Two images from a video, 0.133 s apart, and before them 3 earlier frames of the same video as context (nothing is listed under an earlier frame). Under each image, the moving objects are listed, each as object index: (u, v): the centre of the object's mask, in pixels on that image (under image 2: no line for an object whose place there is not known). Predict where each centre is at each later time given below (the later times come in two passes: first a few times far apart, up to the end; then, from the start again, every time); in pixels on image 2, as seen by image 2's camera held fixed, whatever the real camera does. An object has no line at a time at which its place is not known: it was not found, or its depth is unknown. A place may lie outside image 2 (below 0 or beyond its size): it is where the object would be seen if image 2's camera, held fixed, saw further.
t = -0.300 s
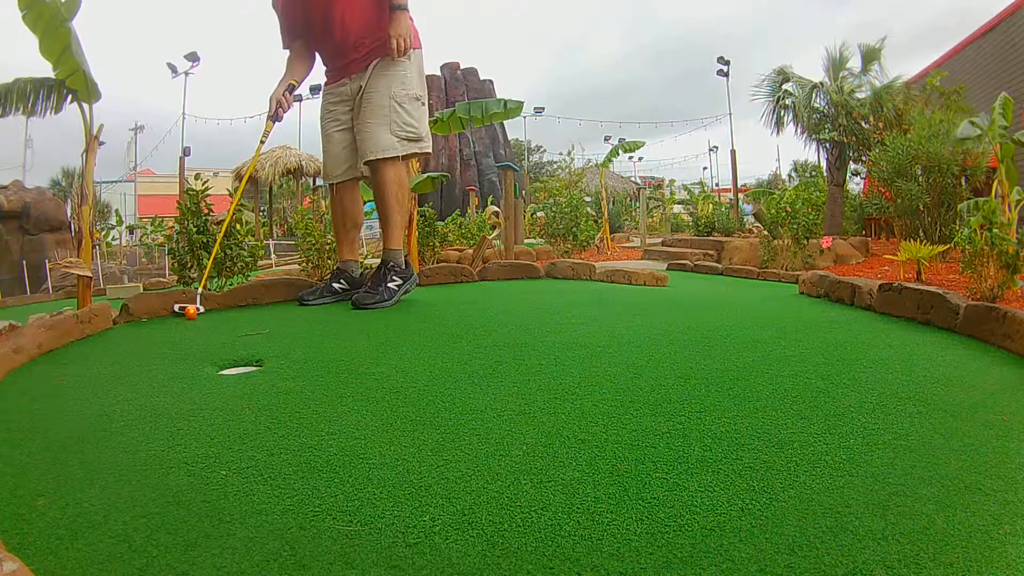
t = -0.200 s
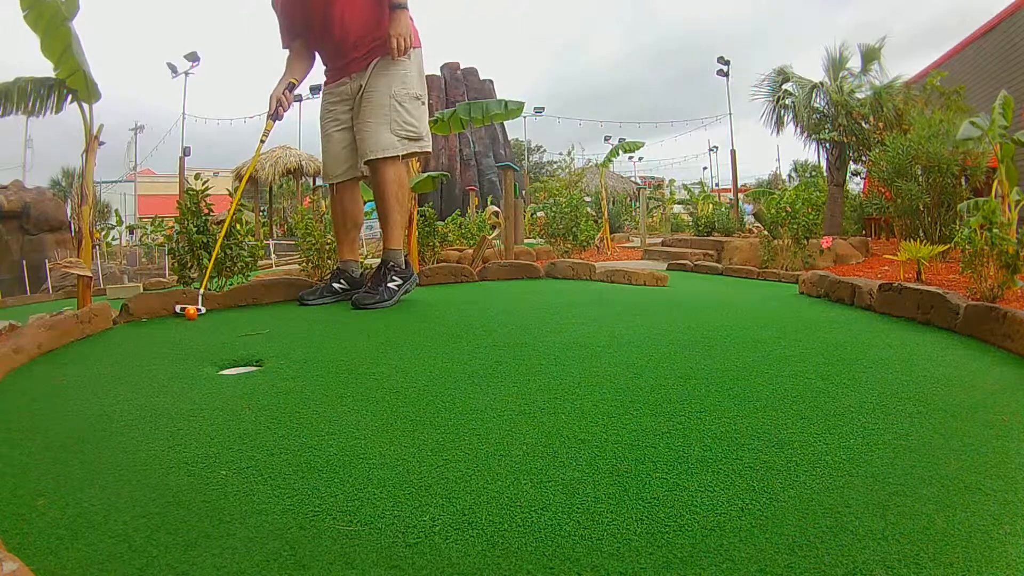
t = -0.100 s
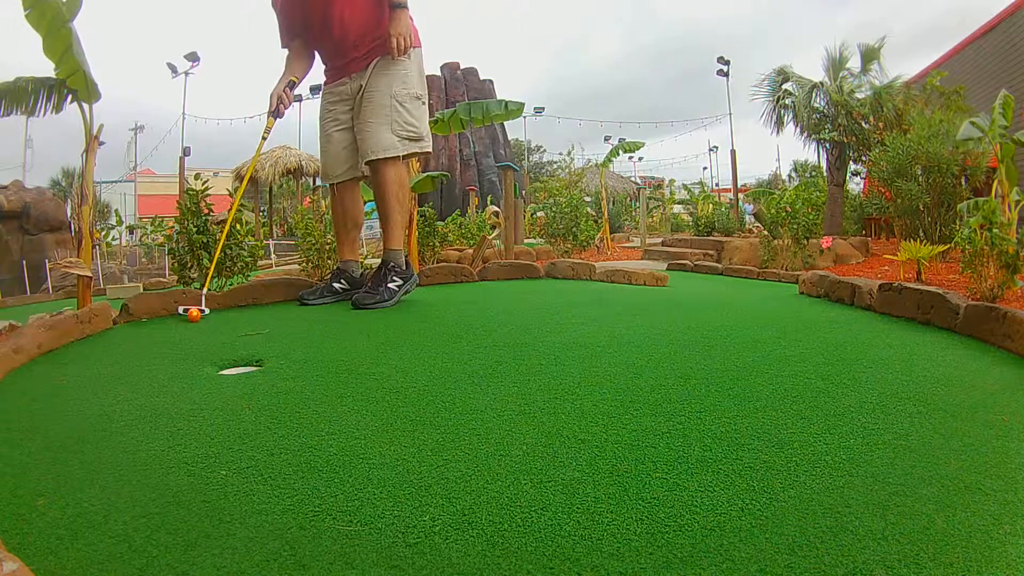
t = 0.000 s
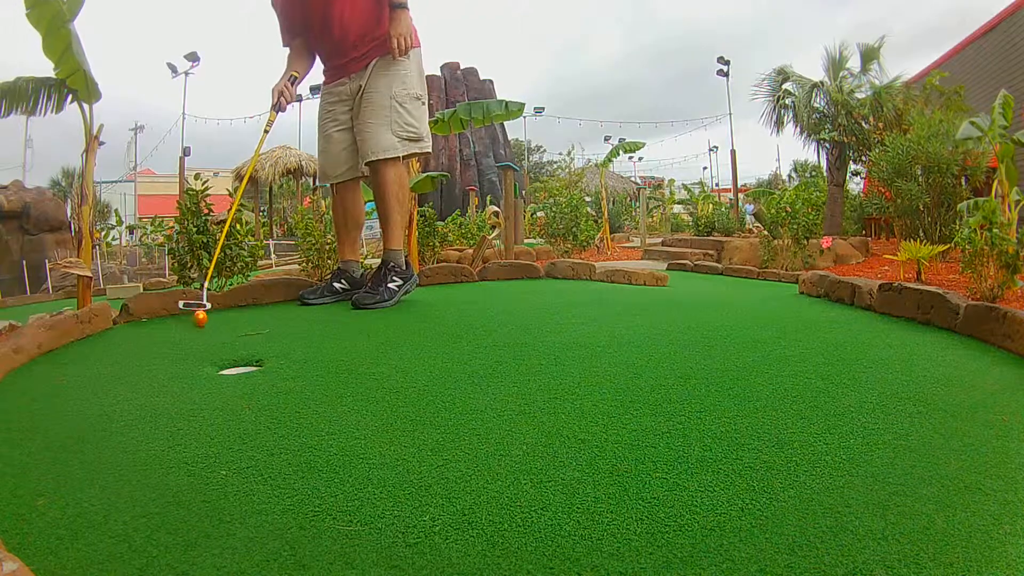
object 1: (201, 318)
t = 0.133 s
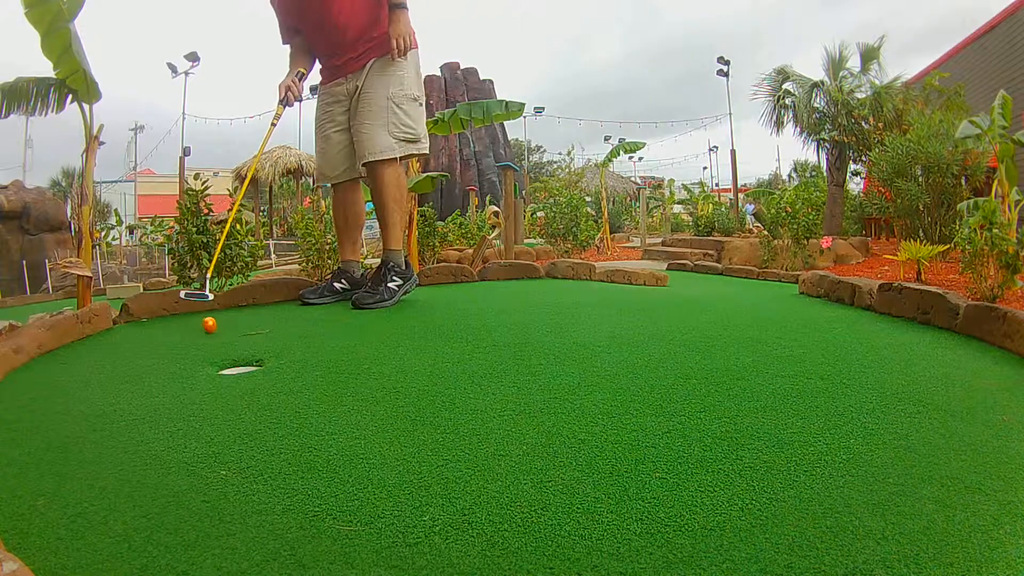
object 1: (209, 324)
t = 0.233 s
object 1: (217, 329)
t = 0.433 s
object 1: (235, 338)
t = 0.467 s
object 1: (238, 340)
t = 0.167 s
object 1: (212, 326)
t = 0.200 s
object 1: (214, 328)
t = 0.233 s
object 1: (217, 329)
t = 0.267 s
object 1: (220, 331)
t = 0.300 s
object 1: (223, 332)
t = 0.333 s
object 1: (226, 333)
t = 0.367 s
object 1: (229, 335)
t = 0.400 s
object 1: (232, 337)
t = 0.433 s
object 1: (235, 338)
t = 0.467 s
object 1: (238, 340)
